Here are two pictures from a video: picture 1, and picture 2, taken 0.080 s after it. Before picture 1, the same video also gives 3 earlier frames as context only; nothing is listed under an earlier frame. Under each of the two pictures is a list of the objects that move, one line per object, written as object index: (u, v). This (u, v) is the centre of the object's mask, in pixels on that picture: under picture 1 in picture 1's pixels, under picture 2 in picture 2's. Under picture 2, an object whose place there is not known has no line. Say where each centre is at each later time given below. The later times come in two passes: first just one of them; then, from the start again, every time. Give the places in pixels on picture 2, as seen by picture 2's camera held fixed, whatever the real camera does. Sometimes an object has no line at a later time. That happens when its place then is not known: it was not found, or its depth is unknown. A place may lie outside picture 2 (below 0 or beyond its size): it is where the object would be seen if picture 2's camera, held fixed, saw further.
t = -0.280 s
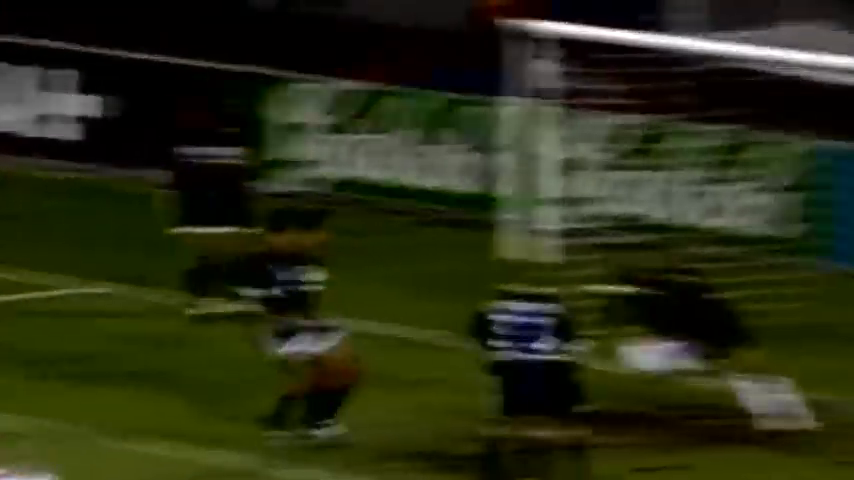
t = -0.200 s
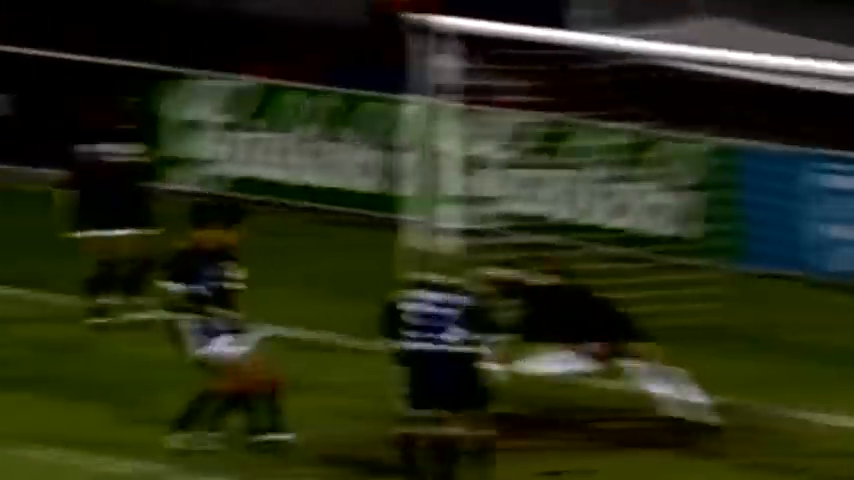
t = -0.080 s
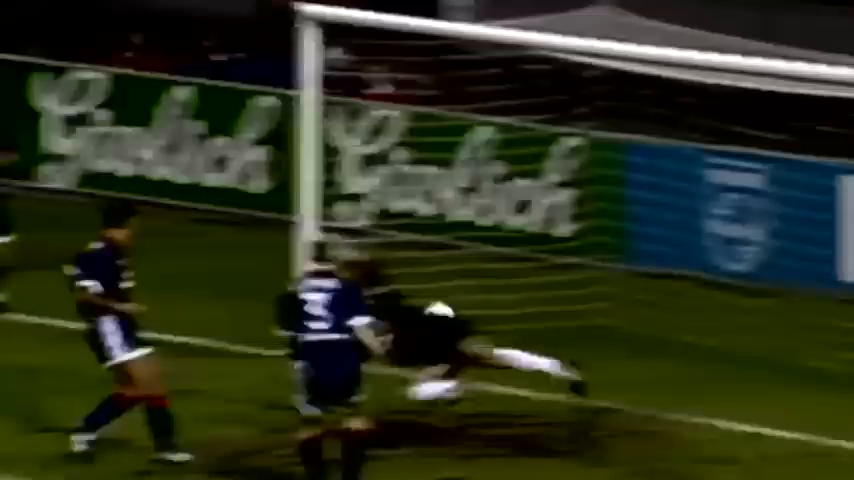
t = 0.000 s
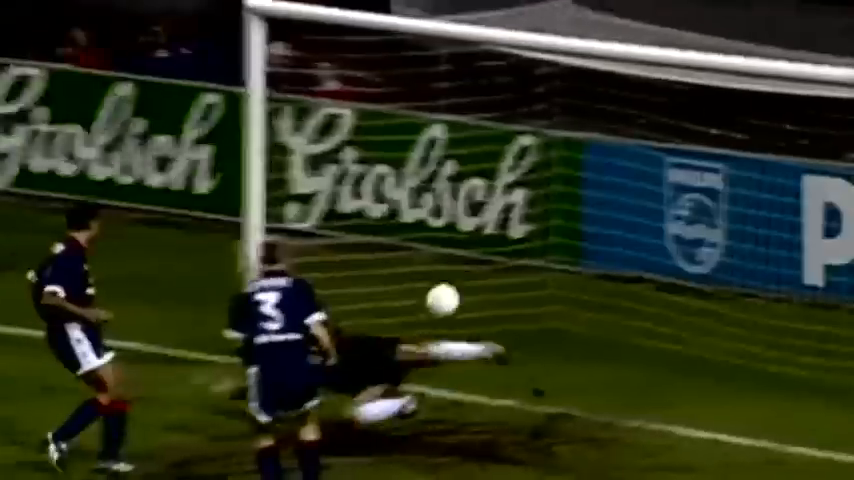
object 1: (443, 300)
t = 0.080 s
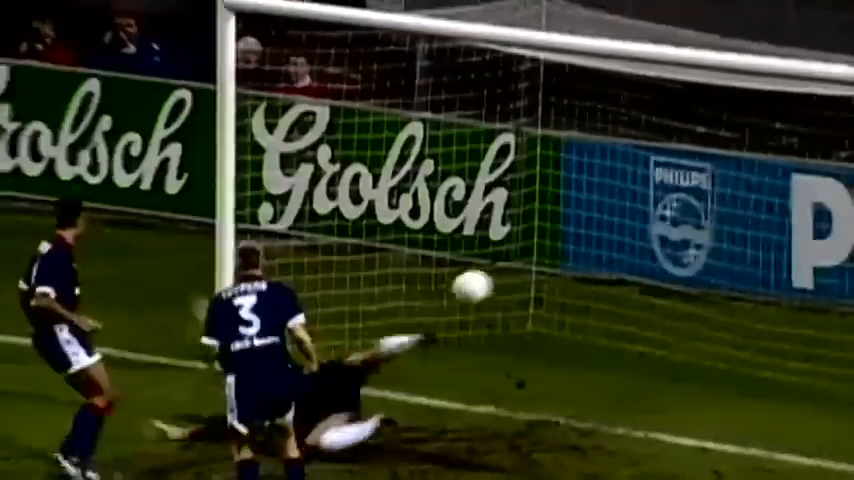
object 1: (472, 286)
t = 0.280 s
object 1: (598, 271)
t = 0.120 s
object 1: (500, 279)
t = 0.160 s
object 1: (523, 275)
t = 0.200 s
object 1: (547, 272)
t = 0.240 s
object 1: (573, 271)
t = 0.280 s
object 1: (598, 271)
